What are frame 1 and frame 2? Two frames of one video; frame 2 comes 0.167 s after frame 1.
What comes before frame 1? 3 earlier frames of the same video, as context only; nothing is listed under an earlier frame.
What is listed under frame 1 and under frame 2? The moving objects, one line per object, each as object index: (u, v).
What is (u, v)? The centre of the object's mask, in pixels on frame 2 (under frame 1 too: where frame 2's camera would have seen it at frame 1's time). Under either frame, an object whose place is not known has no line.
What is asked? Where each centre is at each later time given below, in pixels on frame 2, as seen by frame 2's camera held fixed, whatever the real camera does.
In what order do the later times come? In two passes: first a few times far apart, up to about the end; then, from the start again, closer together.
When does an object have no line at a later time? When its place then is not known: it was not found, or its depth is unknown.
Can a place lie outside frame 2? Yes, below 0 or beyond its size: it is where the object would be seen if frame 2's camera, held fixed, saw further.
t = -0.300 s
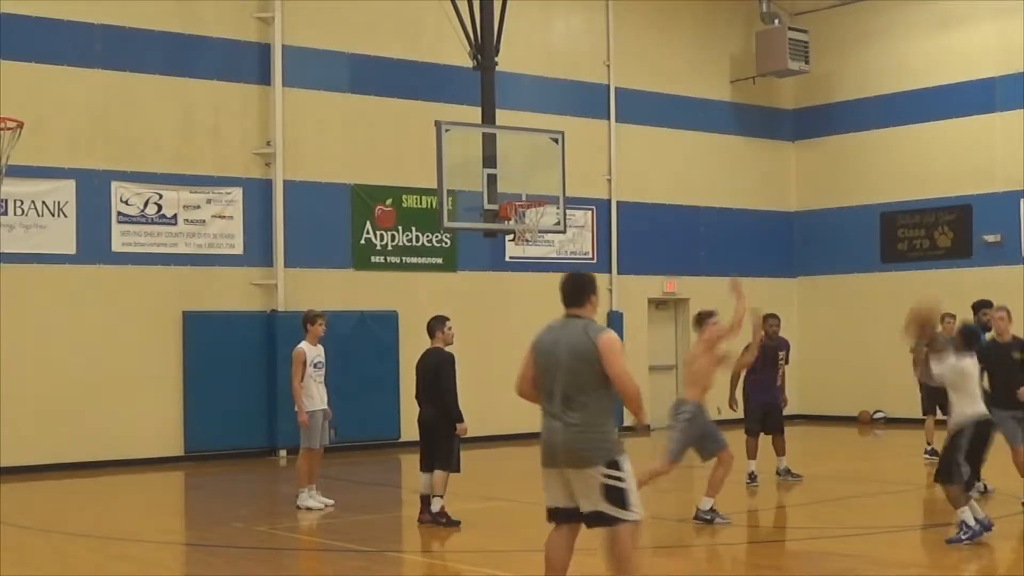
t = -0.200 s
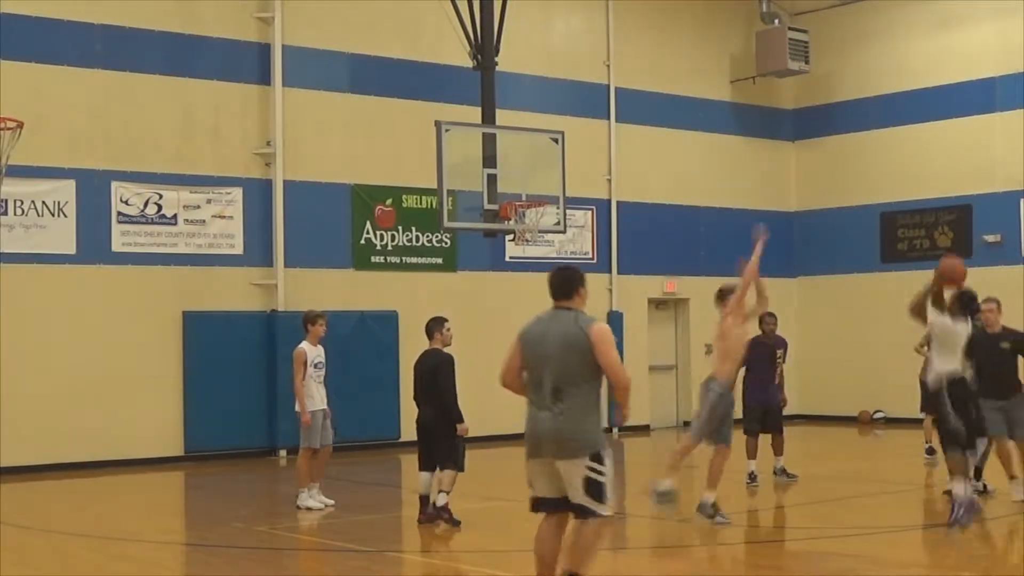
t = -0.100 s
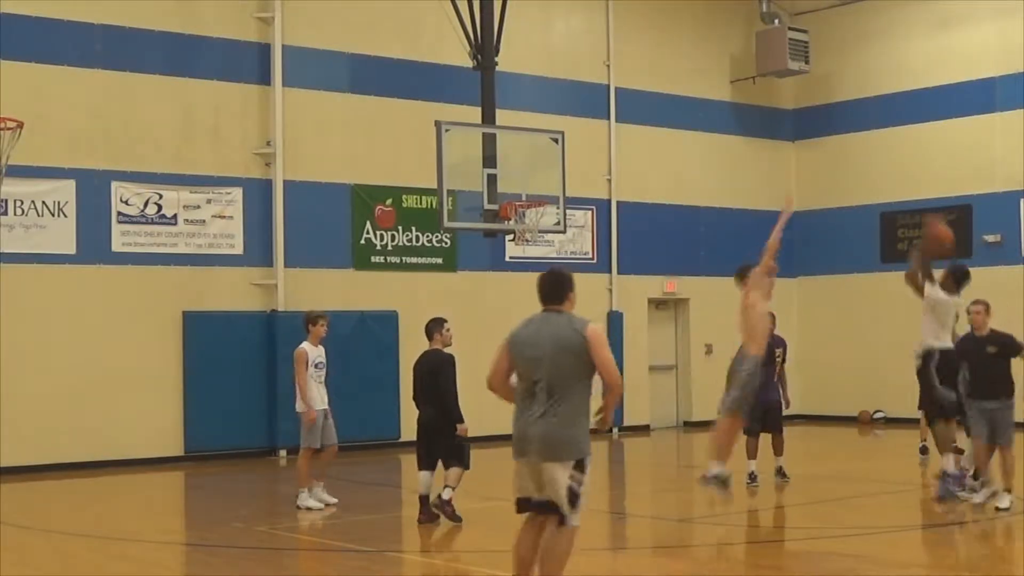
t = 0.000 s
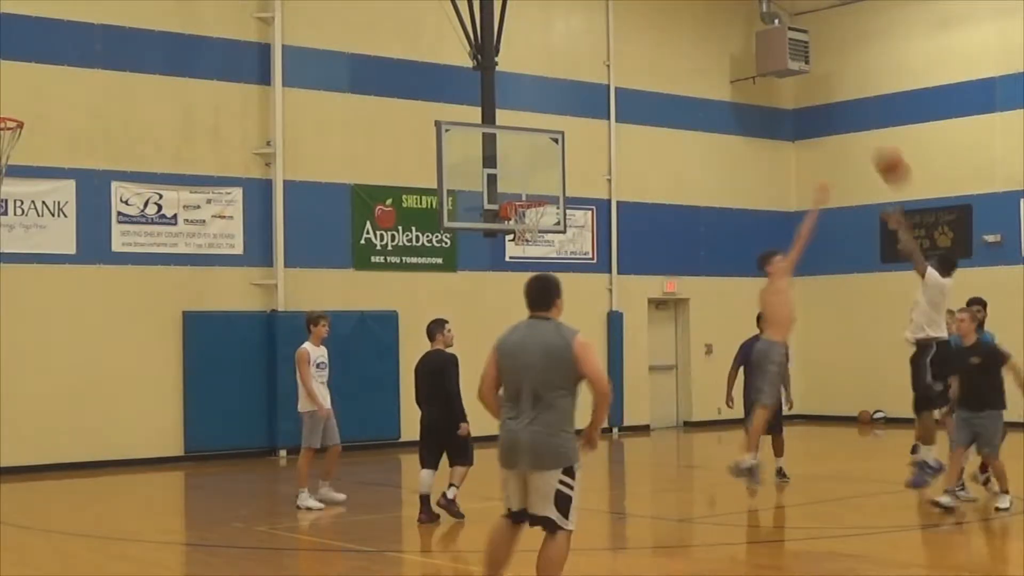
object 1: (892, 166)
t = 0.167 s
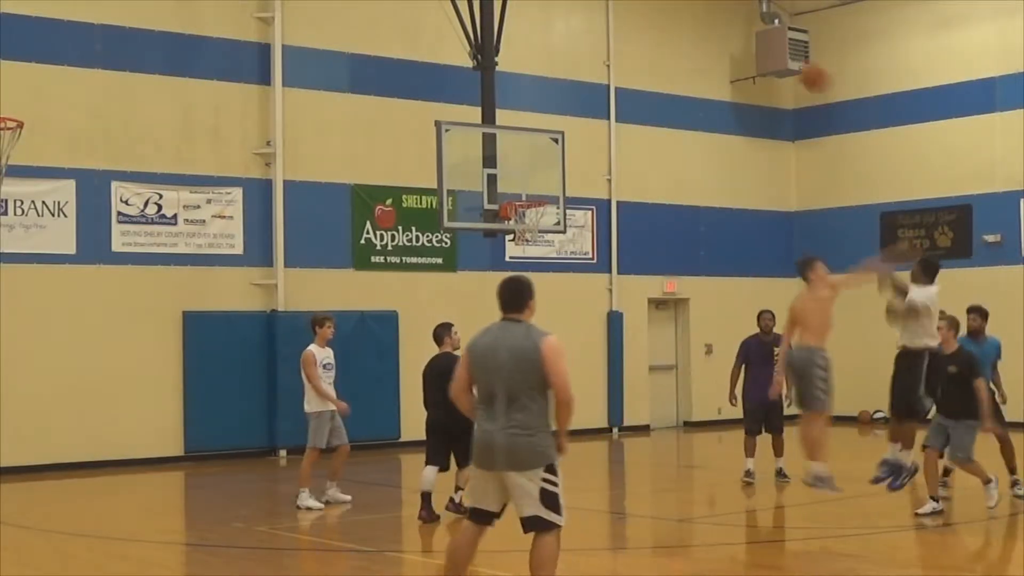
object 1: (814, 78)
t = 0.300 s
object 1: (757, 37)
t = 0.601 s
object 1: (656, 21)
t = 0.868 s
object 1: (584, 79)
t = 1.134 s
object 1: (526, 188)
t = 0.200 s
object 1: (800, 64)
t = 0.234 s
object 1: (786, 51)
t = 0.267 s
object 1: (772, 45)
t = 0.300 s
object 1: (757, 37)
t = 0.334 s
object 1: (745, 30)
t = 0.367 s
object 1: (733, 23)
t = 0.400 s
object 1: (722, 19)
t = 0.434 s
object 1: (710, 17)
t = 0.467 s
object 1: (698, 14)
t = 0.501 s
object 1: (687, 13)
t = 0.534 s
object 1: (676, 14)
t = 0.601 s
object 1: (656, 21)
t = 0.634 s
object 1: (646, 25)
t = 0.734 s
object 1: (618, 43)
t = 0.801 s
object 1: (601, 59)
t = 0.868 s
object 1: (584, 79)
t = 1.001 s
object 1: (553, 129)
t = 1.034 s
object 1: (545, 146)
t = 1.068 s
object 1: (538, 159)
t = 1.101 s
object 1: (532, 175)
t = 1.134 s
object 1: (526, 188)
